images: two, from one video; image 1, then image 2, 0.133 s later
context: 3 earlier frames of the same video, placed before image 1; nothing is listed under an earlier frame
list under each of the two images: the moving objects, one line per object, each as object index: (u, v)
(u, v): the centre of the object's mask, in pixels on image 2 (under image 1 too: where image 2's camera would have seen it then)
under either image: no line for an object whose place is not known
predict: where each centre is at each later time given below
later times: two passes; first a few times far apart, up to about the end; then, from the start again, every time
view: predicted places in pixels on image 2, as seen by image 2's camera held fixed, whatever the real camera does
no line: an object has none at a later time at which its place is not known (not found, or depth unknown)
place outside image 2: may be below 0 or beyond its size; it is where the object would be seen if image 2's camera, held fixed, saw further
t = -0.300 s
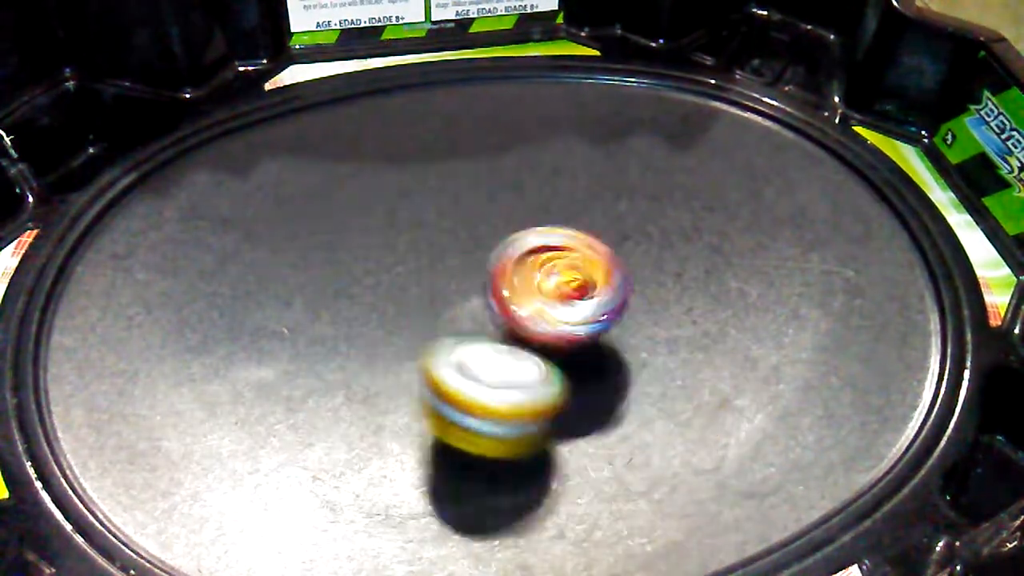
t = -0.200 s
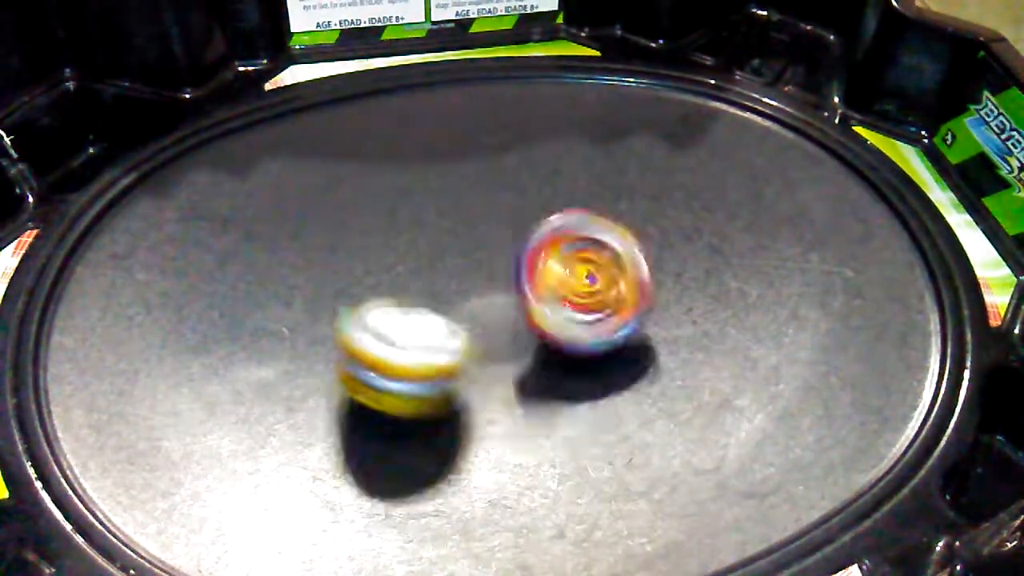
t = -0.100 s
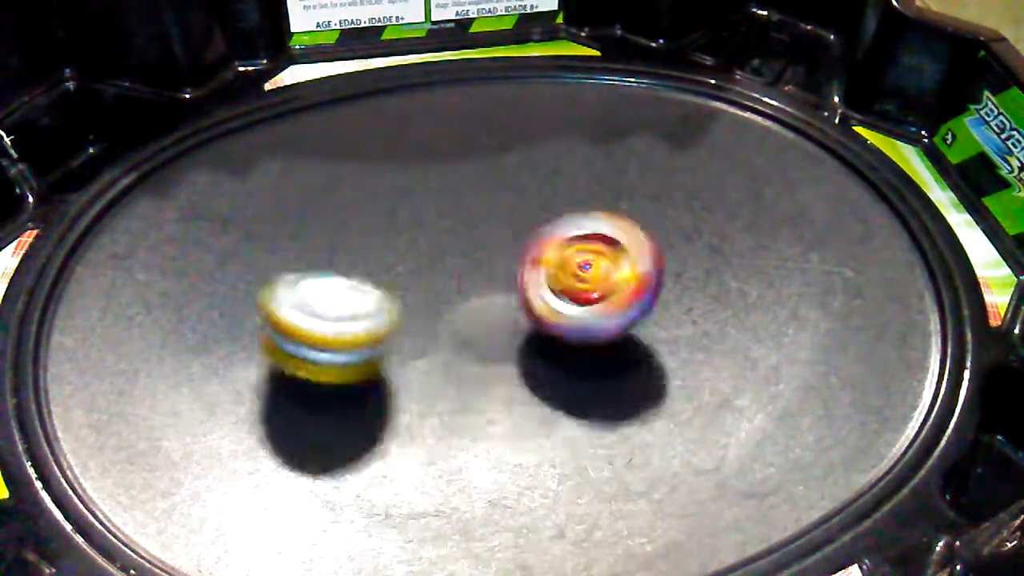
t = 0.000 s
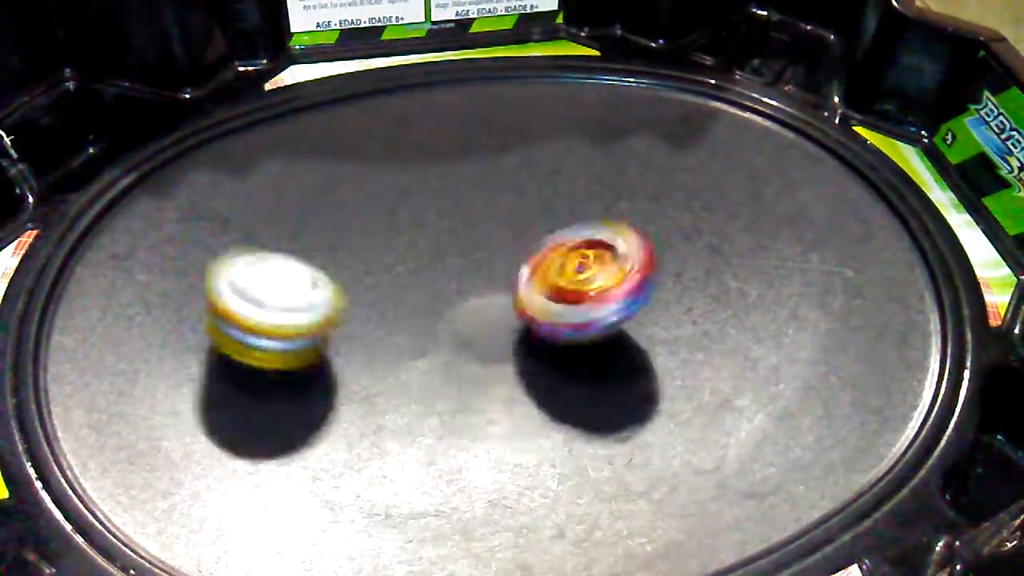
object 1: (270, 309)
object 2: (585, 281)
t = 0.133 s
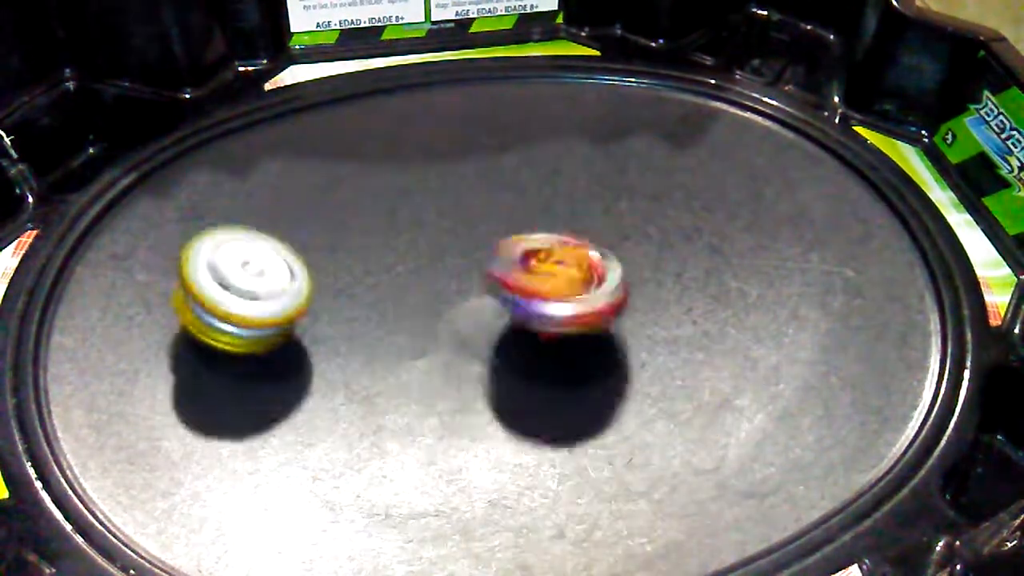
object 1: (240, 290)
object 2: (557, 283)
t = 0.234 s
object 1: (242, 282)
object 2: (527, 282)
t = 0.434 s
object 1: (310, 292)
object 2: (509, 270)
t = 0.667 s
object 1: (426, 333)
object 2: (538, 257)
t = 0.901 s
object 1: (457, 360)
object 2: (580, 304)
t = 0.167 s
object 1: (239, 286)
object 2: (545, 283)
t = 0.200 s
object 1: (240, 284)
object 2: (535, 283)
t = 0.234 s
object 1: (242, 282)
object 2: (527, 282)
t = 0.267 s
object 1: (248, 280)
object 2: (518, 280)
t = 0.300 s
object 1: (255, 282)
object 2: (512, 279)
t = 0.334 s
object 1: (264, 282)
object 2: (512, 279)
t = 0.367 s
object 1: (277, 283)
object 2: (511, 275)
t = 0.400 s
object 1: (294, 287)
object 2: (509, 271)
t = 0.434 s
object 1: (310, 292)
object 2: (509, 270)
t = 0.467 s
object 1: (334, 297)
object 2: (506, 268)
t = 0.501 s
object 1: (356, 304)
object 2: (498, 264)
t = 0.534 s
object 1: (379, 311)
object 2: (498, 258)
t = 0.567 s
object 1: (395, 318)
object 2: (504, 254)
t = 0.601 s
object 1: (411, 325)
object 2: (513, 251)
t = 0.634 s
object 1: (422, 329)
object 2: (522, 252)
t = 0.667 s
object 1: (426, 333)
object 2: (538, 257)
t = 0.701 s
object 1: (431, 335)
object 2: (554, 265)
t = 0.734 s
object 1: (436, 339)
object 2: (566, 275)
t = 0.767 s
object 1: (443, 342)
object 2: (573, 282)
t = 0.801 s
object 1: (448, 346)
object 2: (576, 288)
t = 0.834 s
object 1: (453, 352)
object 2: (578, 295)
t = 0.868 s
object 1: (455, 355)
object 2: (579, 300)
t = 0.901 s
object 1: (457, 360)
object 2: (580, 304)
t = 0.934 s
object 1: (460, 365)
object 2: (581, 307)
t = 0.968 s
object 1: (463, 368)
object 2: (581, 309)
